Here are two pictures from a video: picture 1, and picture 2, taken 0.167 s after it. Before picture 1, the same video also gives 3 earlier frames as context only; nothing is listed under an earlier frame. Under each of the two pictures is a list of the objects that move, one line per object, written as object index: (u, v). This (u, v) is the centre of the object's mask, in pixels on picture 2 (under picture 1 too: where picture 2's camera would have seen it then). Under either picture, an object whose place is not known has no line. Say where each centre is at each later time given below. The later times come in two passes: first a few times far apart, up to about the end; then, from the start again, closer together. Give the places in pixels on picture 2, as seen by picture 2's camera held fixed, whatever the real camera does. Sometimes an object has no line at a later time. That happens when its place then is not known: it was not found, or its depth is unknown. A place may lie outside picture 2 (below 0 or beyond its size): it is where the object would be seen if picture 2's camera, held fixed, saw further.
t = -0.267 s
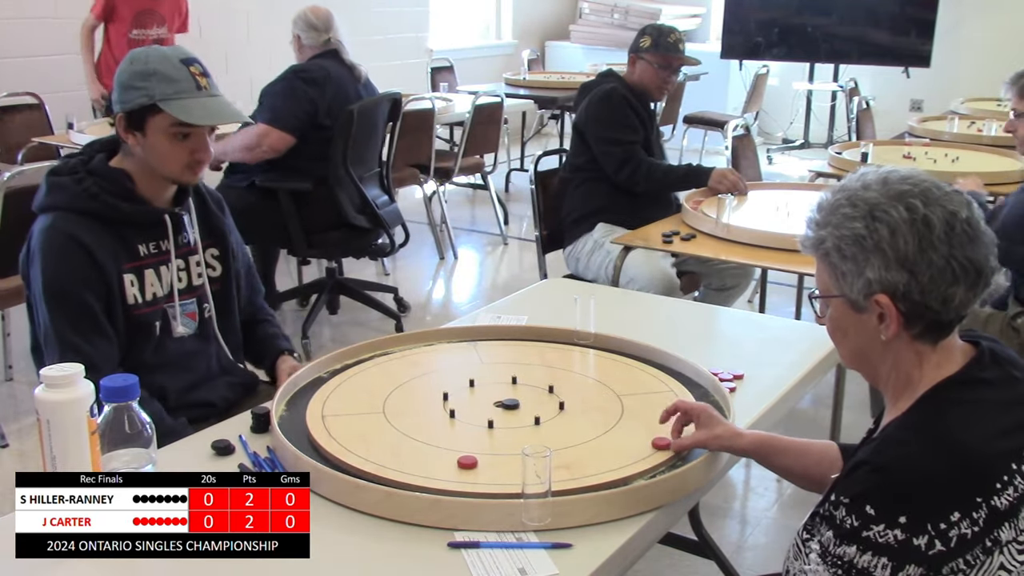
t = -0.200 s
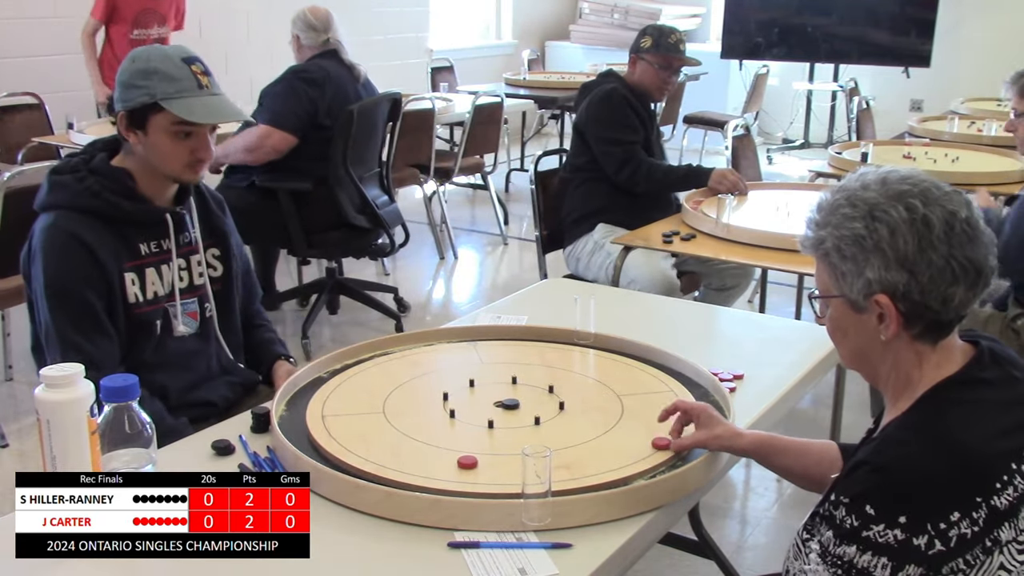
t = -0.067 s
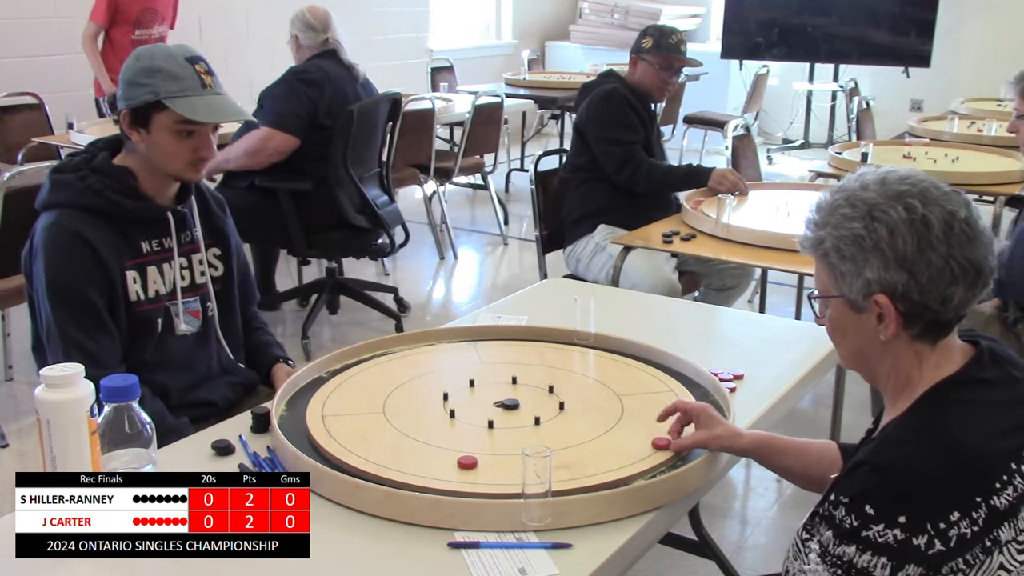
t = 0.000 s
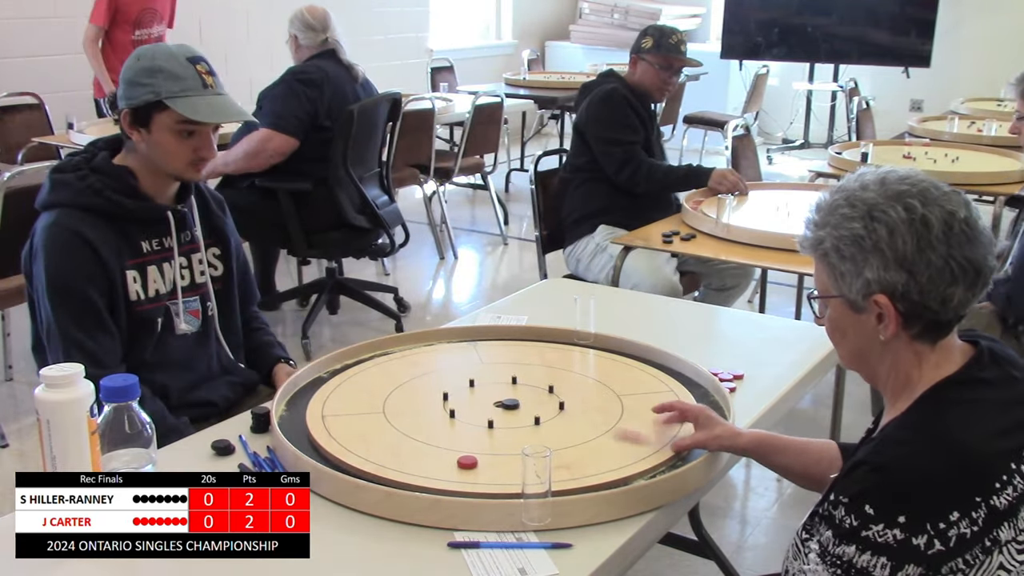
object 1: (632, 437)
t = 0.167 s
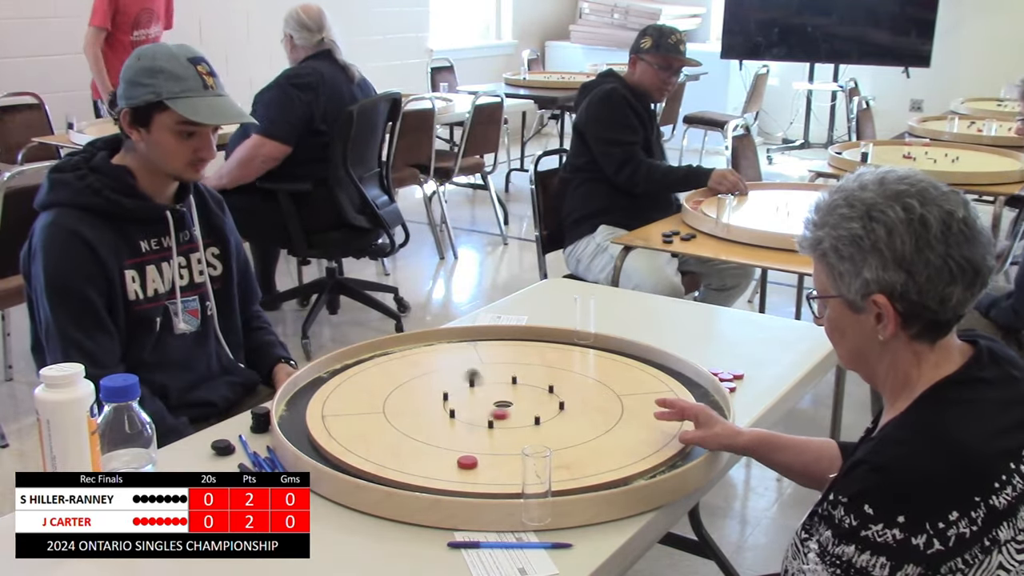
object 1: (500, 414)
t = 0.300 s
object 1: (465, 419)
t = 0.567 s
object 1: (419, 425)
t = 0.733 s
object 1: (407, 425)
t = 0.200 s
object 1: (490, 415)
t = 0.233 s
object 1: (481, 417)
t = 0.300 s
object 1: (465, 419)
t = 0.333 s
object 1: (457, 420)
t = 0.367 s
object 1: (450, 421)
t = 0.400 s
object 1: (444, 422)
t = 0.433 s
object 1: (438, 423)
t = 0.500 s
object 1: (428, 424)
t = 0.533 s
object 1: (423, 424)
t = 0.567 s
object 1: (419, 425)
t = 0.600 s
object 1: (416, 425)
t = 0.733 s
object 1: (407, 425)
